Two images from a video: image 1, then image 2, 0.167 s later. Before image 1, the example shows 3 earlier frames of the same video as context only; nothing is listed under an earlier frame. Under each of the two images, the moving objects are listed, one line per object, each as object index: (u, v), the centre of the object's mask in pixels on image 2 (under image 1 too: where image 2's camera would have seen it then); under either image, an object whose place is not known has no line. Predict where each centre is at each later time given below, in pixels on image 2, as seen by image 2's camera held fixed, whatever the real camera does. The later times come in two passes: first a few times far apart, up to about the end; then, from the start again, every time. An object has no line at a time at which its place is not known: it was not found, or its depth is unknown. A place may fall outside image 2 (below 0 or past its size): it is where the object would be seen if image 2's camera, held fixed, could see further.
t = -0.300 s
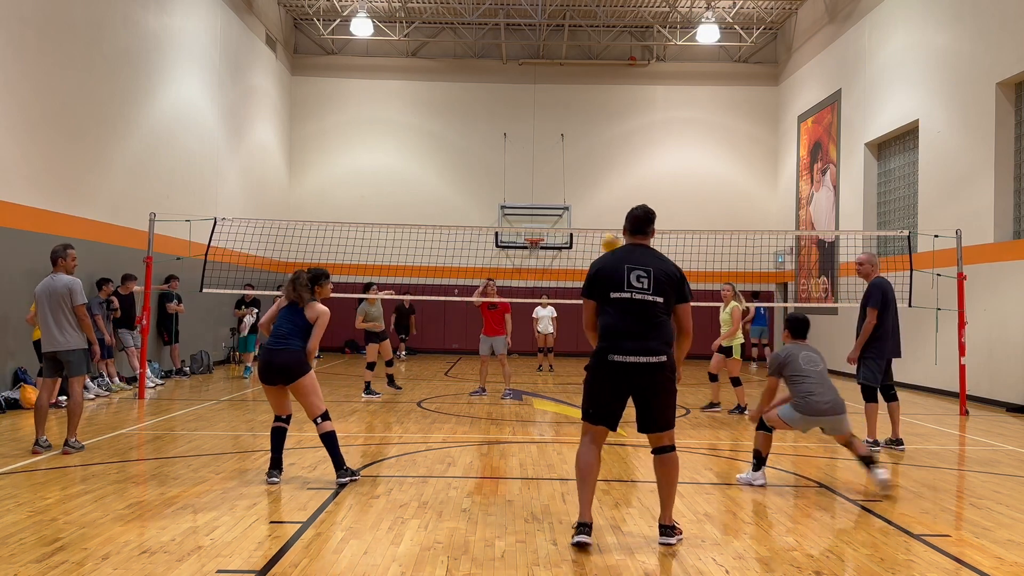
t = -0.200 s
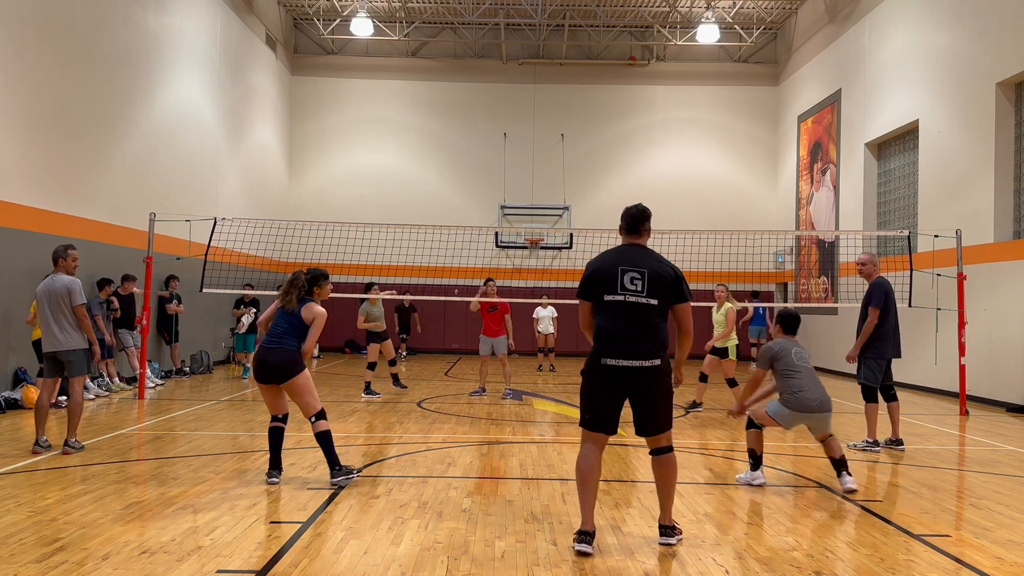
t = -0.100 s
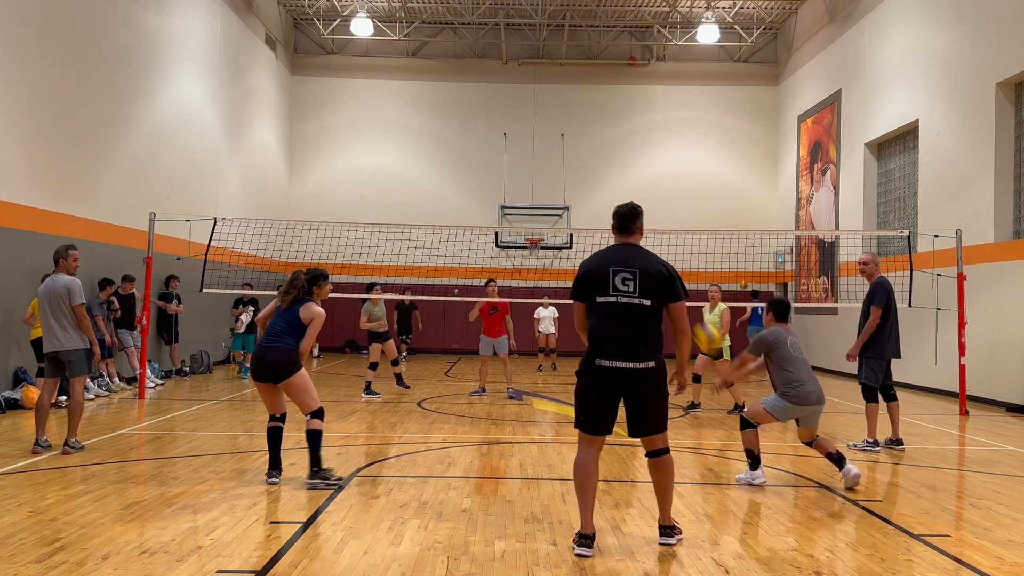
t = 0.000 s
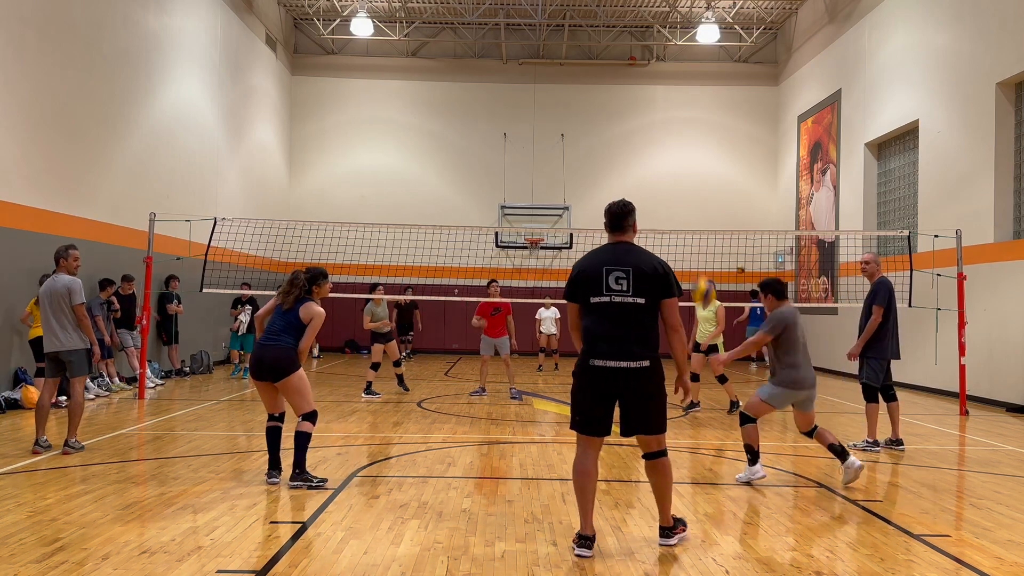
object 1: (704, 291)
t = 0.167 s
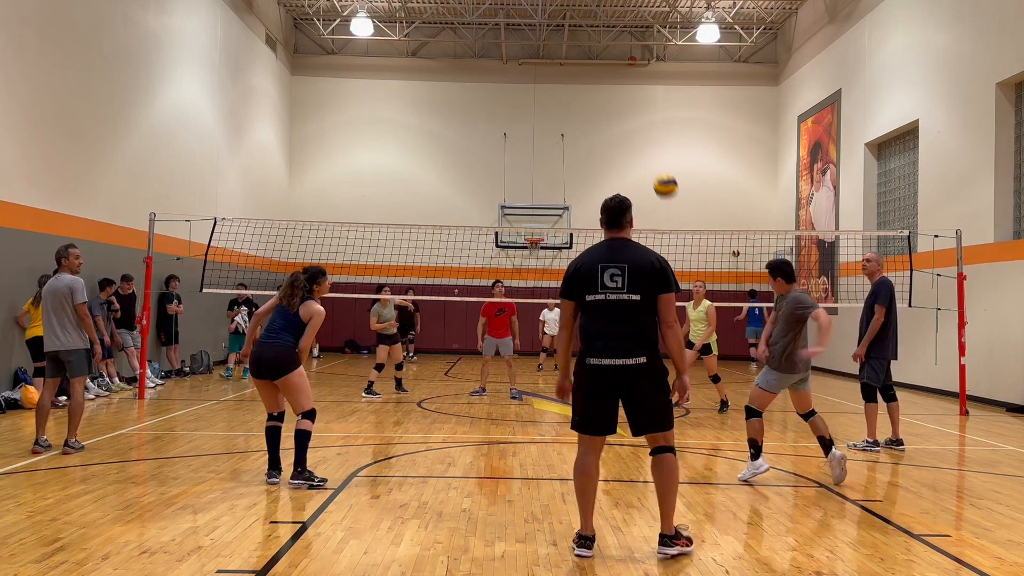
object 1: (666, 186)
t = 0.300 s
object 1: (639, 130)
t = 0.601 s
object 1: (587, 85)
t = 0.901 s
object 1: (542, 127)
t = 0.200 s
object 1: (659, 170)
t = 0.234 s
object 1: (652, 154)
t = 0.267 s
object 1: (645, 141)
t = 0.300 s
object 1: (639, 130)
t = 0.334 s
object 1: (633, 120)
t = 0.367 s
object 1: (626, 111)
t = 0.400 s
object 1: (620, 104)
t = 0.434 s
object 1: (615, 98)
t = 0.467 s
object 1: (609, 93)
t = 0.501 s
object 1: (603, 89)
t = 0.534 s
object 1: (597, 87)
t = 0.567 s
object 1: (592, 86)
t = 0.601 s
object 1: (587, 85)
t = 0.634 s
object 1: (581, 86)
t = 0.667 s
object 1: (576, 87)
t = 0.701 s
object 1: (571, 90)
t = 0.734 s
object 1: (566, 94)
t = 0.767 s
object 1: (561, 99)
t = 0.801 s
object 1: (556, 105)
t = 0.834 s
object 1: (551, 111)
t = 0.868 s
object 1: (546, 118)
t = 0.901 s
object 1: (542, 127)
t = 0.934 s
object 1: (538, 135)
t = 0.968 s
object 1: (533, 146)
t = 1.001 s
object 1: (528, 156)
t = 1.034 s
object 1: (524, 167)
